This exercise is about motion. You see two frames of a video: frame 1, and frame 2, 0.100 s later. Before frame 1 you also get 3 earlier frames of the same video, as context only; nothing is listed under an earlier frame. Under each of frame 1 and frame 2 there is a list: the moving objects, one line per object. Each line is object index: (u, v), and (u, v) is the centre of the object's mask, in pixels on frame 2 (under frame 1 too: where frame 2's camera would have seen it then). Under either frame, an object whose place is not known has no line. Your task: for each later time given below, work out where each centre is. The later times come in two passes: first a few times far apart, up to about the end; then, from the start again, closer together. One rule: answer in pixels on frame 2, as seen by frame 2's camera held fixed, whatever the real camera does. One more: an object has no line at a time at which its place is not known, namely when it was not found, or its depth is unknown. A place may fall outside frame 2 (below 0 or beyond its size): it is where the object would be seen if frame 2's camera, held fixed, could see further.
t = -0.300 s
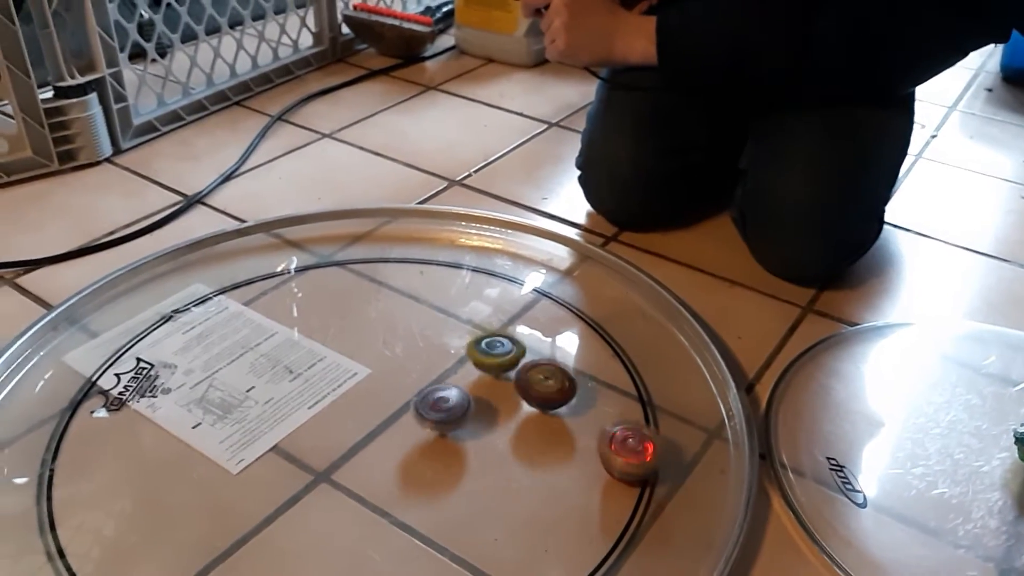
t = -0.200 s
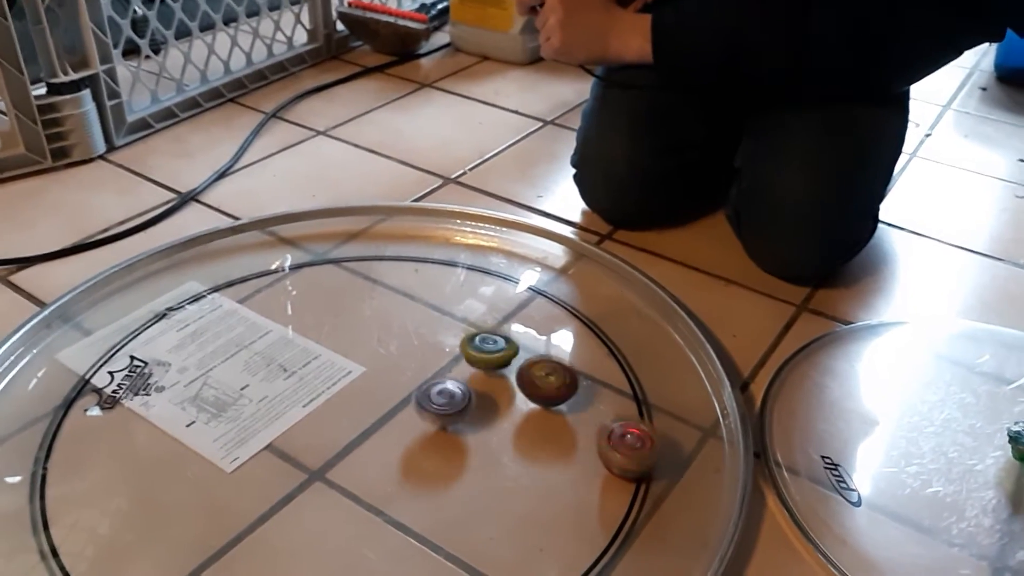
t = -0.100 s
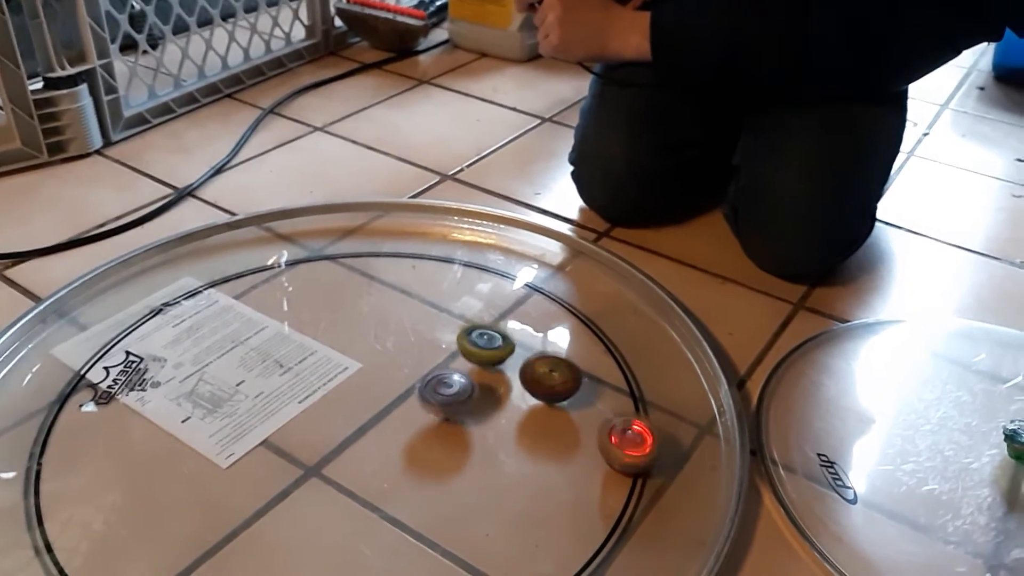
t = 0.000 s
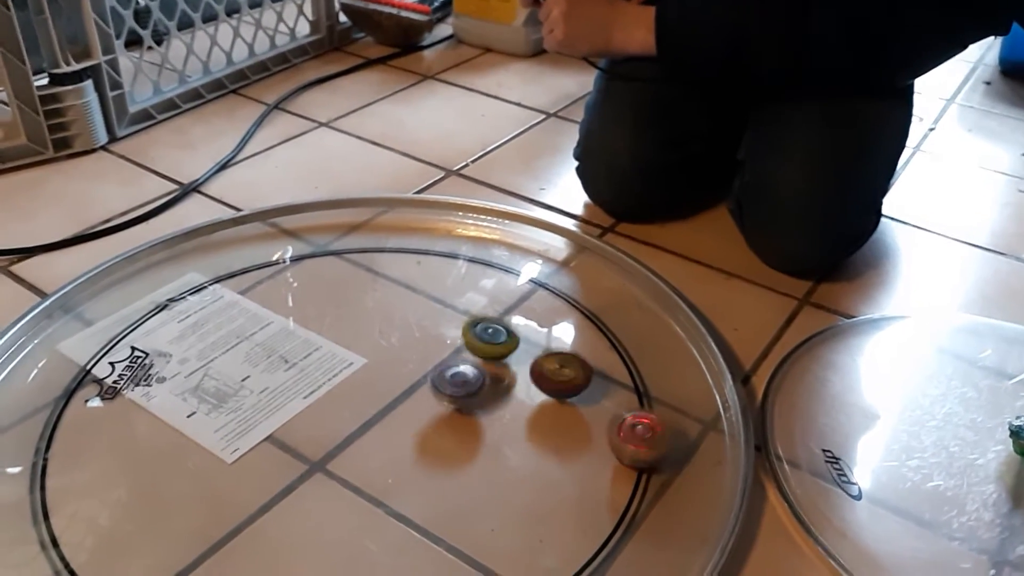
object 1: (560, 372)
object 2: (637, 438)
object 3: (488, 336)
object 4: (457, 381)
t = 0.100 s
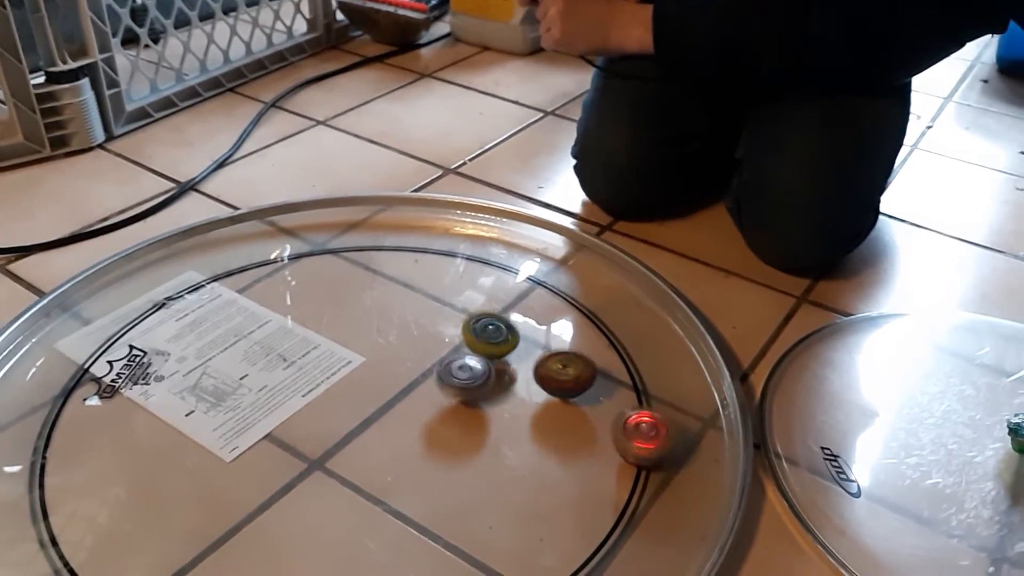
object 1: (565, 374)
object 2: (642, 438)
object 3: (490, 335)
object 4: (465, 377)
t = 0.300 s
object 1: (571, 378)
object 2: (649, 436)
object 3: (498, 331)
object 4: (480, 369)
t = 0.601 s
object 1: (564, 385)
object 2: (650, 440)
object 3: (506, 325)
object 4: (486, 367)
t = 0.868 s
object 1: (550, 385)
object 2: (648, 444)
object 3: (510, 323)
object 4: (487, 369)
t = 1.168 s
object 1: (573, 410)
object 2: (637, 440)
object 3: (511, 320)
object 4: (467, 351)
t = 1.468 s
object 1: (552, 407)
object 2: (644, 443)
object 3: (514, 322)
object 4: (468, 351)
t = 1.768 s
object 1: (555, 395)
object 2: (646, 443)
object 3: (513, 321)
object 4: (468, 349)
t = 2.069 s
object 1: (574, 397)
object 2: (646, 440)
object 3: (515, 321)
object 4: (471, 349)
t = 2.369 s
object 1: (567, 409)
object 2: (646, 436)
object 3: (512, 320)
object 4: (463, 346)
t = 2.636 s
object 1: (553, 404)
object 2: (647, 432)
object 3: (521, 324)
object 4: (470, 345)
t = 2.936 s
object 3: (515, 330)
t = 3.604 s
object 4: (477, 339)
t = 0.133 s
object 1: (567, 373)
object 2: (644, 438)
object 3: (489, 333)
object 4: (468, 375)
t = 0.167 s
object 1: (567, 374)
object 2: (646, 439)
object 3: (490, 332)
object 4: (470, 374)
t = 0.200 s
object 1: (569, 376)
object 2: (647, 438)
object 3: (493, 332)
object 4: (473, 373)
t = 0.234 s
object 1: (570, 376)
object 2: (648, 437)
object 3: (493, 331)
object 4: (473, 370)
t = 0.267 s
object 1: (570, 377)
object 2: (649, 437)
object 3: (495, 331)
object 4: (477, 370)
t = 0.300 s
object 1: (571, 378)
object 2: (649, 436)
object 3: (498, 331)
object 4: (480, 369)
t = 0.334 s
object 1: (571, 379)
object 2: (649, 436)
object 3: (498, 330)
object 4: (479, 369)
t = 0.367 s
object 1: (570, 380)
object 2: (650, 436)
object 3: (499, 329)
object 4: (480, 368)
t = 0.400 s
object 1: (571, 381)
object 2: (650, 437)
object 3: (501, 329)
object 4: (481, 367)
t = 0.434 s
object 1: (569, 382)
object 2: (650, 437)
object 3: (501, 328)
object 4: (481, 367)
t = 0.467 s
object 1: (570, 383)
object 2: (650, 438)
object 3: (501, 328)
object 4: (483, 366)
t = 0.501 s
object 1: (568, 383)
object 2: (651, 439)
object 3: (503, 327)
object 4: (483, 367)
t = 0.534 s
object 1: (566, 384)
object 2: (651, 439)
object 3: (504, 326)
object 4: (484, 366)
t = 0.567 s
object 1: (566, 385)
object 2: (651, 439)
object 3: (503, 325)
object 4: (485, 367)
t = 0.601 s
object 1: (564, 385)
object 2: (650, 440)
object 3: (506, 325)
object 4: (486, 367)
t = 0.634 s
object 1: (562, 387)
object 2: (650, 441)
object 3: (507, 324)
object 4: (486, 366)
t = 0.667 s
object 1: (561, 385)
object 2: (652, 443)
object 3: (506, 323)
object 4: (486, 366)
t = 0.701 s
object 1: (558, 386)
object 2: (650, 442)
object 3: (506, 321)
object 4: (486, 367)
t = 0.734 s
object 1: (558, 388)
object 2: (650, 443)
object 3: (509, 322)
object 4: (487, 367)
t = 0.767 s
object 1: (556, 386)
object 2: (649, 443)
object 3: (510, 322)
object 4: (486, 367)
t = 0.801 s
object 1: (554, 386)
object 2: (650, 443)
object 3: (509, 322)
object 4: (487, 368)
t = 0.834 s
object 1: (553, 386)
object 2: (650, 444)
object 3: (510, 322)
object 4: (487, 368)
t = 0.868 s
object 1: (550, 385)
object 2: (648, 444)
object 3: (510, 323)
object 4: (487, 369)
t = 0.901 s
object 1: (550, 387)
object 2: (647, 444)
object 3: (508, 324)
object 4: (488, 369)
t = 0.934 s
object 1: (555, 388)
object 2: (644, 443)
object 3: (509, 323)
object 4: (484, 368)
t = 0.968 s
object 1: (560, 394)
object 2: (643, 442)
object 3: (510, 323)
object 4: (476, 364)
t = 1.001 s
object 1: (567, 397)
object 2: (642, 442)
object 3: (509, 323)
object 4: (470, 360)
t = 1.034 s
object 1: (569, 402)
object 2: (641, 441)
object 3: (509, 323)
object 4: (464, 354)
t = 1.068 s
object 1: (573, 405)
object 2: (639, 441)
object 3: (510, 322)
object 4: (465, 353)
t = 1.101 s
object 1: (573, 406)
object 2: (638, 441)
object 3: (511, 323)
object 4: (465, 352)
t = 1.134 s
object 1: (575, 409)
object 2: (637, 440)
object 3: (510, 322)
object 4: (466, 351)
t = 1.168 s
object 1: (573, 410)
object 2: (637, 440)
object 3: (511, 320)
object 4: (467, 351)
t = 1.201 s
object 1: (570, 410)
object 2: (639, 442)
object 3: (512, 321)
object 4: (468, 349)
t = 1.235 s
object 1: (568, 409)
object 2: (641, 443)
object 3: (512, 320)
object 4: (466, 350)
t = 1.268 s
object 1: (566, 411)
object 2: (642, 443)
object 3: (512, 320)
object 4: (465, 350)
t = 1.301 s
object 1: (565, 410)
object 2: (641, 443)
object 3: (513, 320)
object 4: (465, 351)
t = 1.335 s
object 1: (561, 411)
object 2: (643, 443)
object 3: (514, 321)
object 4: (465, 352)
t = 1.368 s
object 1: (560, 410)
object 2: (643, 443)
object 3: (513, 322)
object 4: (465, 351)
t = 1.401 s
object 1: (556, 409)
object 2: (643, 443)
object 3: (514, 321)
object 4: (466, 352)
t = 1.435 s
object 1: (555, 409)
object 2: (644, 443)
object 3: (514, 321)
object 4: (467, 351)
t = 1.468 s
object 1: (552, 407)
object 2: (644, 443)
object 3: (514, 322)
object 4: (468, 351)
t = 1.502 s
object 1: (552, 406)
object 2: (646, 444)
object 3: (513, 323)
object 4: (468, 352)
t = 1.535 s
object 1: (550, 403)
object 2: (645, 443)
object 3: (514, 322)
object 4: (466, 352)
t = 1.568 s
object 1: (550, 403)
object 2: (647, 444)
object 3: (515, 322)
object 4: (466, 352)
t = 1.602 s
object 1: (549, 400)
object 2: (646, 443)
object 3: (514, 322)
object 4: (466, 351)
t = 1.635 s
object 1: (550, 400)
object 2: (647, 443)
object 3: (513, 321)
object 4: (466, 351)
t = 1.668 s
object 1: (550, 397)
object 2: (645, 443)
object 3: (513, 322)
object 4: (466, 349)
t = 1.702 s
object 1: (552, 397)
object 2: (646, 443)
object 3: (515, 321)
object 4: (466, 349)
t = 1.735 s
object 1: (554, 394)
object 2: (647, 443)
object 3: (513, 321)
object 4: (467, 348)
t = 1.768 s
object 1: (555, 395)
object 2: (646, 443)
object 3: (513, 321)
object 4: (468, 349)
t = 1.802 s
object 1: (557, 392)
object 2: (646, 443)
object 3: (514, 321)
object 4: (467, 348)
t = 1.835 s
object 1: (559, 394)
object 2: (646, 442)
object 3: (514, 321)
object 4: (467, 347)
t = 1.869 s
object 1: (562, 392)
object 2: (646, 442)
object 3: (514, 322)
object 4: (467, 346)
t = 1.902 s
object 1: (563, 394)
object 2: (646, 441)
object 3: (514, 321)
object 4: (468, 347)
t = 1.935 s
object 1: (567, 393)
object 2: (646, 442)
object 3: (515, 320)
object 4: (467, 347)
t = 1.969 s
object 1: (568, 395)
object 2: (645, 441)
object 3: (514, 321)
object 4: (468, 348)
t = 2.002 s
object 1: (571, 396)
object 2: (646, 440)
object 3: (513, 321)
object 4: (470, 348)
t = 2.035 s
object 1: (571, 397)
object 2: (646, 440)
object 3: (514, 321)
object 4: (471, 347)
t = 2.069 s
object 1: (574, 397)
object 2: (646, 440)
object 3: (515, 321)
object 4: (471, 349)
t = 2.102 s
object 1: (573, 399)
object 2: (645, 439)
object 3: (516, 322)
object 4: (470, 350)
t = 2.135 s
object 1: (576, 400)
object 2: (648, 439)
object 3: (516, 321)
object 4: (470, 350)
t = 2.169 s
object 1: (574, 402)
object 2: (648, 439)
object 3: (517, 321)
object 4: (468, 351)
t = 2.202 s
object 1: (575, 403)
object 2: (649, 438)
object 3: (517, 321)
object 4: (466, 350)
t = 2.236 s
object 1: (573, 405)
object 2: (646, 438)
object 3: (515, 321)
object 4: (463, 350)
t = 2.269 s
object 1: (574, 406)
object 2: (648, 437)
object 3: (513, 321)
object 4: (462, 349)
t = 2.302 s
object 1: (571, 407)
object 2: (647, 437)
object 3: (513, 320)
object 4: (462, 348)
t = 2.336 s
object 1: (571, 409)
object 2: (647, 437)
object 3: (512, 321)
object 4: (463, 347)
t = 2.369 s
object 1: (567, 409)
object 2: (646, 436)
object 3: (512, 320)
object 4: (463, 346)
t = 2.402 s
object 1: (567, 410)
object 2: (647, 436)
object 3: (514, 319)
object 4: (464, 345)
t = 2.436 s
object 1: (563, 410)
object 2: (646, 435)
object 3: (515, 321)
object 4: (465, 344)
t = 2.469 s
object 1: (562, 410)
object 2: (646, 435)
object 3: (516, 321)
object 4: (465, 345)
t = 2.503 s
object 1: (559, 409)
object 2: (646, 434)
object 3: (518, 320)
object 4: (465, 344)
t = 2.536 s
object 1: (558, 409)
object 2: (647, 434)
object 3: (520, 322)
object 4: (467, 343)
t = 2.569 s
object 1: (555, 407)
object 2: (646, 433)
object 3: (521, 326)
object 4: (469, 343)
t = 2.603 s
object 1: (555, 407)
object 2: (647, 432)
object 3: (522, 325)
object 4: (469, 345)
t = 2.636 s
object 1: (553, 404)
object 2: (647, 432)
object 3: (521, 324)
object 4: (470, 345)
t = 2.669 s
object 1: (553, 404)
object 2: (647, 431)
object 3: (520, 326)
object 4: (471, 347)
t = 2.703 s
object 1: (552, 401)
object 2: (648, 431)
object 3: (519, 327)
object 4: (473, 347)
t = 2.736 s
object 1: (553, 401)
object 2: (648, 430)
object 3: (518, 326)
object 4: (472, 348)
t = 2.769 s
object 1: (553, 398)
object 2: (648, 430)
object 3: (517, 326)
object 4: (473, 348)
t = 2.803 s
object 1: (555, 399)
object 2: (649, 430)
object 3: (518, 325)
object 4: (473, 349)
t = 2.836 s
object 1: (555, 396)
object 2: (651, 430)
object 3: (517, 328)
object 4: (471, 350)
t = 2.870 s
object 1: (557, 397)
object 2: (651, 429)
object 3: (516, 329)
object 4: (469, 350)
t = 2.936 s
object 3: (515, 330)
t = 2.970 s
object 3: (513, 330)
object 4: (462, 349)
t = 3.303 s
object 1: (574, 404)
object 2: (648, 425)
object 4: (468, 339)
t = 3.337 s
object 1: (574, 406)
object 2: (650, 423)
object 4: (465, 339)
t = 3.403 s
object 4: (461, 339)
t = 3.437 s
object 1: (569, 408)
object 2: (649, 424)
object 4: (462, 338)
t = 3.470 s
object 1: (568, 410)
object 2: (648, 424)
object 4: (462, 338)
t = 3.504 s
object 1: (564, 409)
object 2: (648, 423)
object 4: (466, 339)
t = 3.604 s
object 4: (477, 339)
